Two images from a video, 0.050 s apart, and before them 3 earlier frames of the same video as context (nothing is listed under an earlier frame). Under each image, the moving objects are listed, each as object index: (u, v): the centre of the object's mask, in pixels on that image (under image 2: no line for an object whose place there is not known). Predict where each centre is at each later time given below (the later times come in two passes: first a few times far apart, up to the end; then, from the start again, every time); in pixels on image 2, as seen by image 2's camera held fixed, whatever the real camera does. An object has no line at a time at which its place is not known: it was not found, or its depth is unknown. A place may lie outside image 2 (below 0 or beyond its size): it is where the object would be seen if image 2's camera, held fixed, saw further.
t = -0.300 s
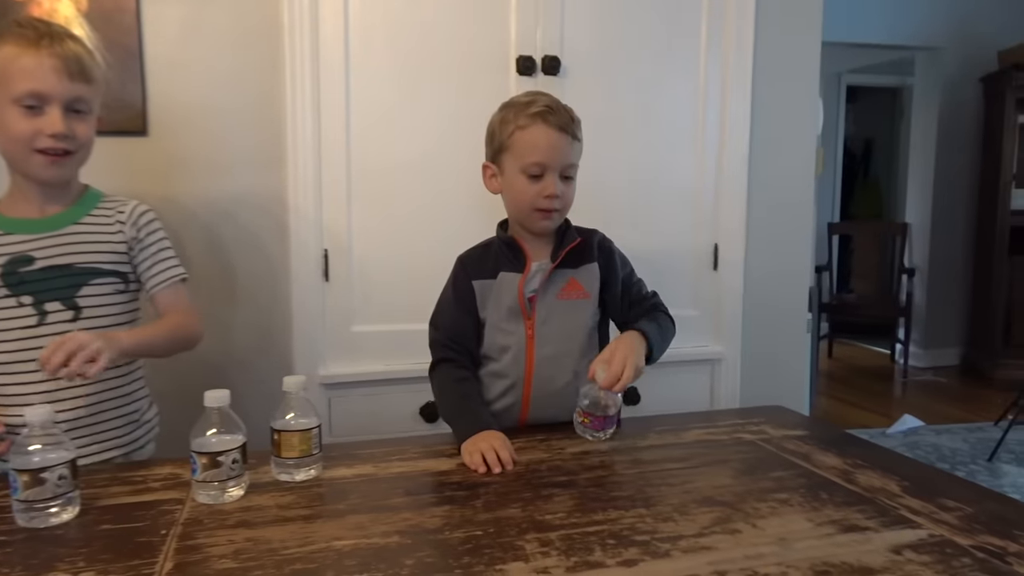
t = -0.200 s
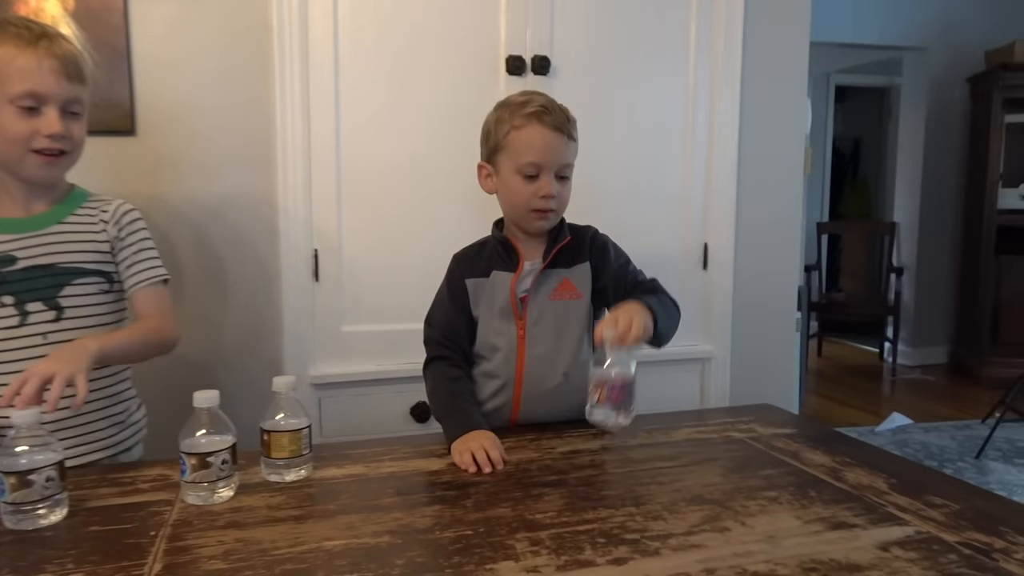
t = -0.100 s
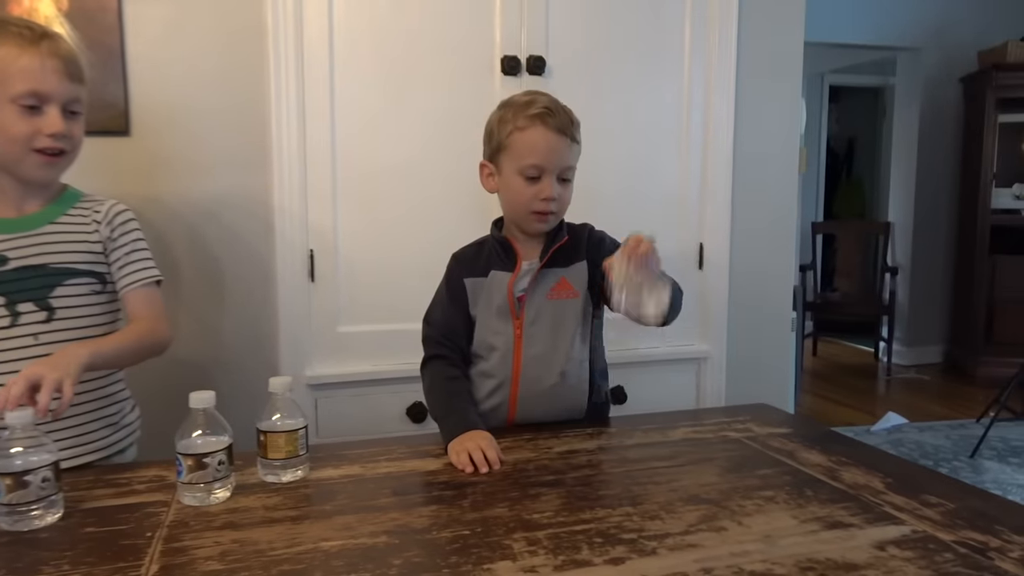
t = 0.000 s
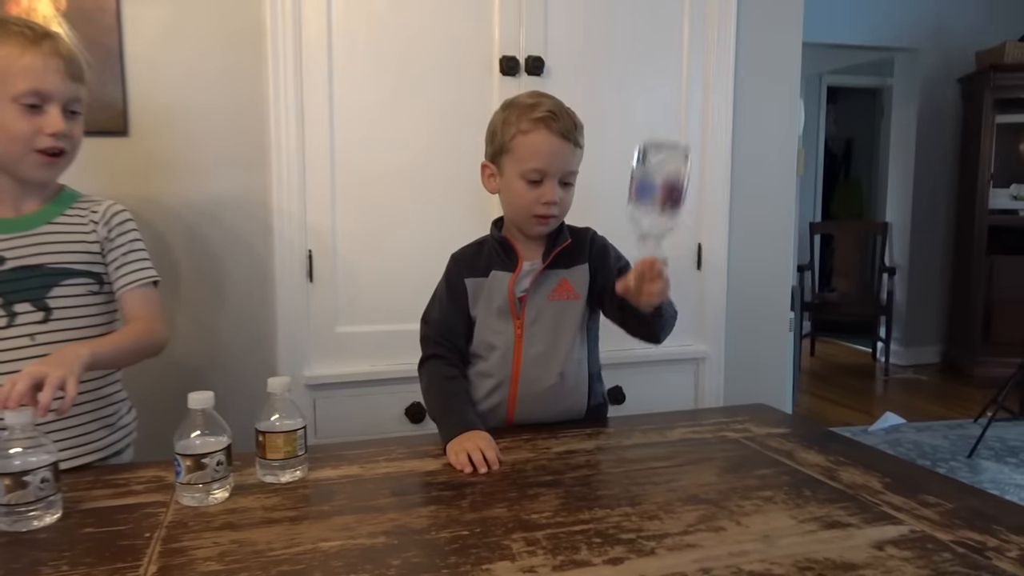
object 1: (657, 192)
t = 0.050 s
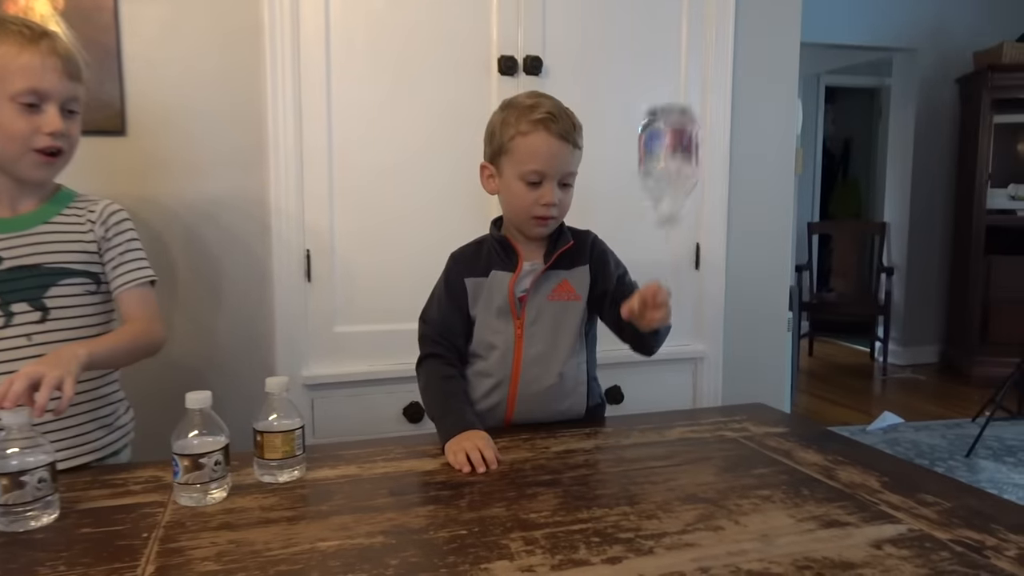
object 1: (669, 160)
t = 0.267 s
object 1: (710, 283)
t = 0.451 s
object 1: (760, 495)
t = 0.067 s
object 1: (672, 151)
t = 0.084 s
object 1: (676, 145)
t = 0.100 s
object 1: (679, 141)
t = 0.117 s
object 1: (682, 142)
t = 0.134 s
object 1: (685, 145)
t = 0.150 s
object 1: (689, 152)
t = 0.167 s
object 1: (692, 163)
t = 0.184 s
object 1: (695, 174)
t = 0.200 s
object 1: (698, 188)
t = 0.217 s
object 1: (701, 207)
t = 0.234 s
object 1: (704, 230)
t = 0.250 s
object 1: (708, 254)
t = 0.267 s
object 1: (710, 283)
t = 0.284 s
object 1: (714, 313)
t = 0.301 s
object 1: (714, 344)
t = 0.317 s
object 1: (719, 385)
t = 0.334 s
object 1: (723, 422)
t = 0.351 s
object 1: (726, 467)
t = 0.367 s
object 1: (733, 479)
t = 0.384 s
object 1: (741, 481)
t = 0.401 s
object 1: (745, 481)
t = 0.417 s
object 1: (748, 482)
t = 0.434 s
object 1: (754, 487)
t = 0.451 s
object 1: (760, 495)
